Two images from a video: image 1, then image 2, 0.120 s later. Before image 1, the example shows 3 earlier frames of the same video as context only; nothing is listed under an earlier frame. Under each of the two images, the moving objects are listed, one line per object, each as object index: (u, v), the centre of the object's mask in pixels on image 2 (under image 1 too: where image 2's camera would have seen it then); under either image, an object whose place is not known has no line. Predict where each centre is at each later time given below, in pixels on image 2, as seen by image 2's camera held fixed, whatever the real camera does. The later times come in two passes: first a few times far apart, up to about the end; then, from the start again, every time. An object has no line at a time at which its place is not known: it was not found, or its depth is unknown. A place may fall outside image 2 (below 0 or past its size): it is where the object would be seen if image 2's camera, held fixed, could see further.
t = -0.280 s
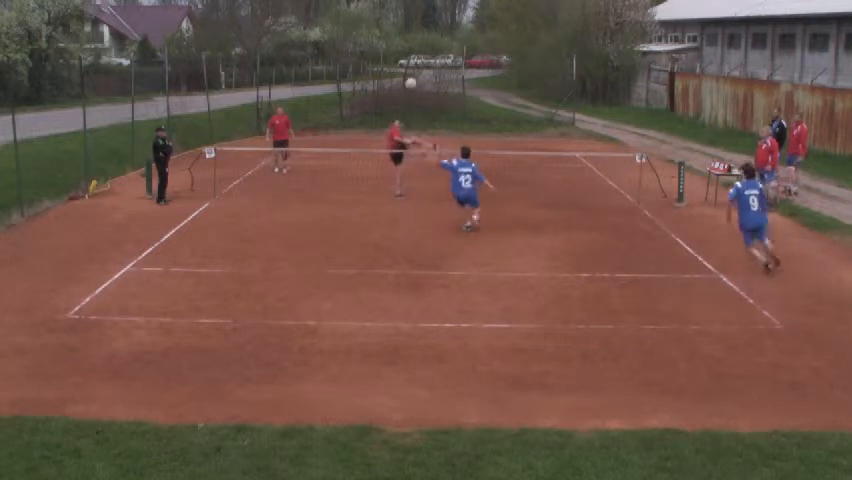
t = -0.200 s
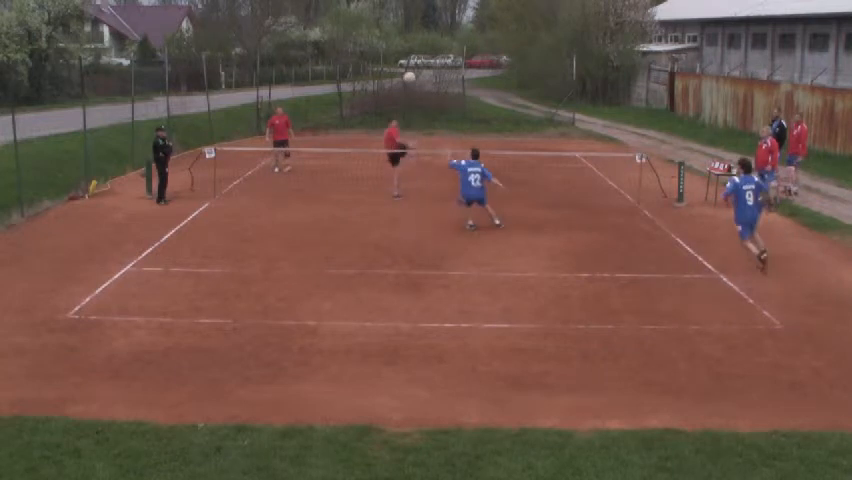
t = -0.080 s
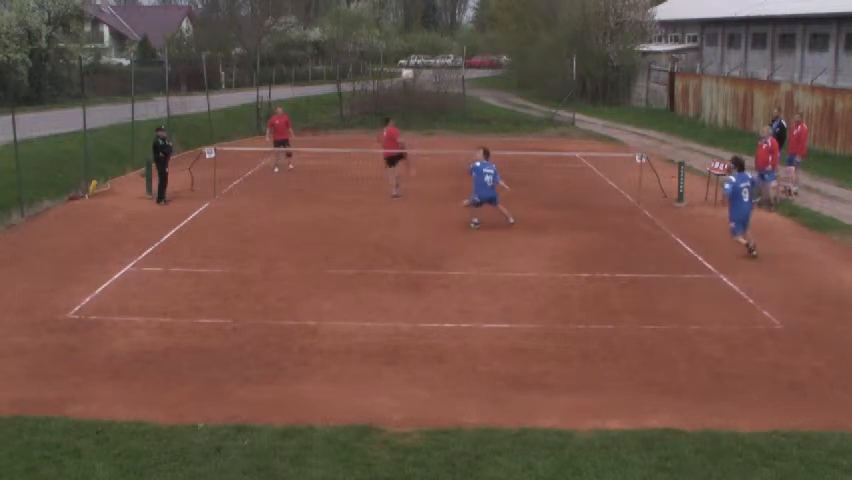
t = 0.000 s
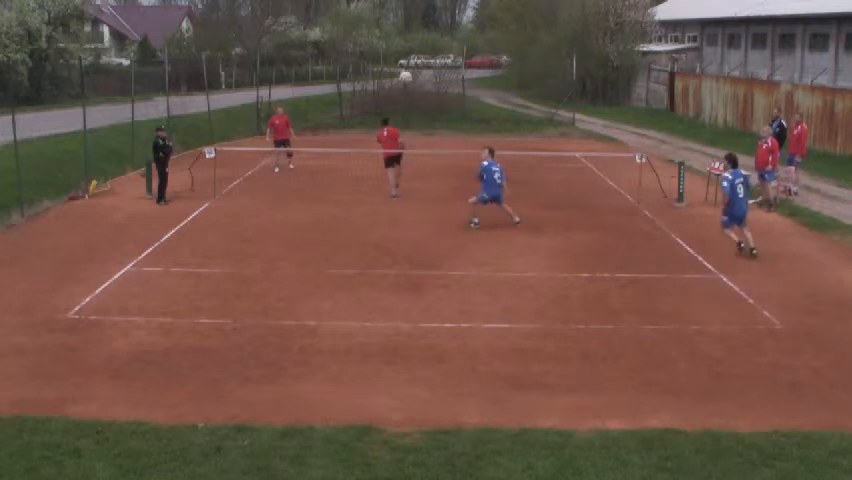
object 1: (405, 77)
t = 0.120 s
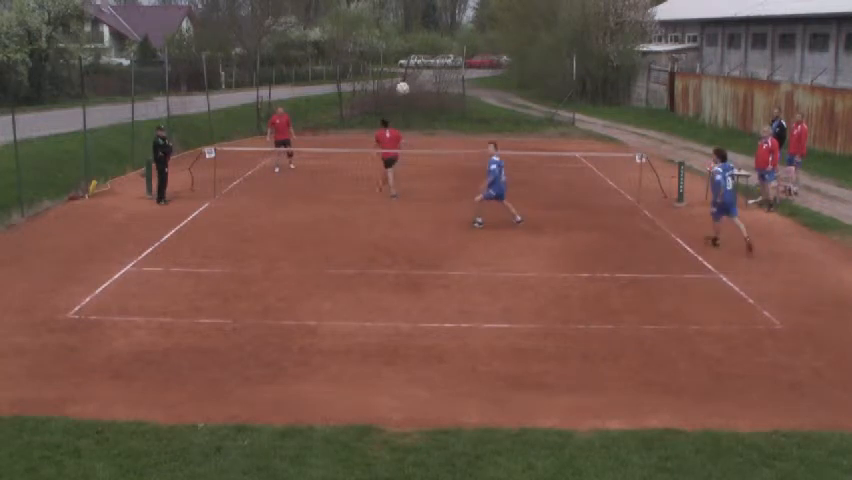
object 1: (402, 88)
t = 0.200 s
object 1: (400, 102)
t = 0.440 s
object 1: (393, 170)
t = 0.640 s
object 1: (388, 266)
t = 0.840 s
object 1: (382, 239)
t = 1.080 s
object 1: (376, 204)
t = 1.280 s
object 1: (370, 210)
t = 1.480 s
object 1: (363, 252)
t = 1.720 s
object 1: (355, 359)
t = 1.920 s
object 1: (347, 335)
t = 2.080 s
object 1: (341, 320)
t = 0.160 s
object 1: (401, 95)
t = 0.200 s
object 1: (400, 102)
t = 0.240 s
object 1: (399, 110)
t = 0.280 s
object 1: (398, 120)
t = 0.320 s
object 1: (397, 129)
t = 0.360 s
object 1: (396, 142)
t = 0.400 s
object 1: (394, 155)
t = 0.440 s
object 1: (393, 170)
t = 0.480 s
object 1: (392, 187)
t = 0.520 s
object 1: (391, 204)
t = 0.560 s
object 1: (390, 224)
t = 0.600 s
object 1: (389, 245)
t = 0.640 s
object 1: (388, 266)
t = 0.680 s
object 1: (387, 282)
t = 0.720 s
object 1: (386, 269)
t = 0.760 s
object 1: (384, 258)
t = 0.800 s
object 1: (384, 248)
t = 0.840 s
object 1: (382, 239)
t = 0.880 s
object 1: (381, 230)
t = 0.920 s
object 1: (380, 223)
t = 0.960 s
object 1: (379, 216)
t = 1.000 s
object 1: (378, 212)
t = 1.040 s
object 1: (377, 207)
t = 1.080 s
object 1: (376, 204)
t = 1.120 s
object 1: (375, 202)
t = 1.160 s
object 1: (374, 203)
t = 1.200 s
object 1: (372, 204)
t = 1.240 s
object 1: (371, 206)
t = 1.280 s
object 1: (370, 210)
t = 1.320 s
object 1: (368, 215)
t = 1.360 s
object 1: (367, 222)
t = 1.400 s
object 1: (366, 230)
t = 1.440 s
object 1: (364, 240)
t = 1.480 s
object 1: (363, 252)
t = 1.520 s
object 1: (362, 265)
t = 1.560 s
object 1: (360, 281)
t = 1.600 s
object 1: (359, 297)
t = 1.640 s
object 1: (357, 316)
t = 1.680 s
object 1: (356, 337)
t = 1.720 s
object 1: (355, 359)
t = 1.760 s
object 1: (354, 373)
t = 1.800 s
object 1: (352, 360)
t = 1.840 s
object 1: (350, 350)
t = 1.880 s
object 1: (348, 342)
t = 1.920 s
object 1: (347, 335)
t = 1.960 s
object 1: (346, 330)
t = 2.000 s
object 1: (344, 325)
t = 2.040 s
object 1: (343, 322)
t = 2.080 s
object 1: (341, 320)
